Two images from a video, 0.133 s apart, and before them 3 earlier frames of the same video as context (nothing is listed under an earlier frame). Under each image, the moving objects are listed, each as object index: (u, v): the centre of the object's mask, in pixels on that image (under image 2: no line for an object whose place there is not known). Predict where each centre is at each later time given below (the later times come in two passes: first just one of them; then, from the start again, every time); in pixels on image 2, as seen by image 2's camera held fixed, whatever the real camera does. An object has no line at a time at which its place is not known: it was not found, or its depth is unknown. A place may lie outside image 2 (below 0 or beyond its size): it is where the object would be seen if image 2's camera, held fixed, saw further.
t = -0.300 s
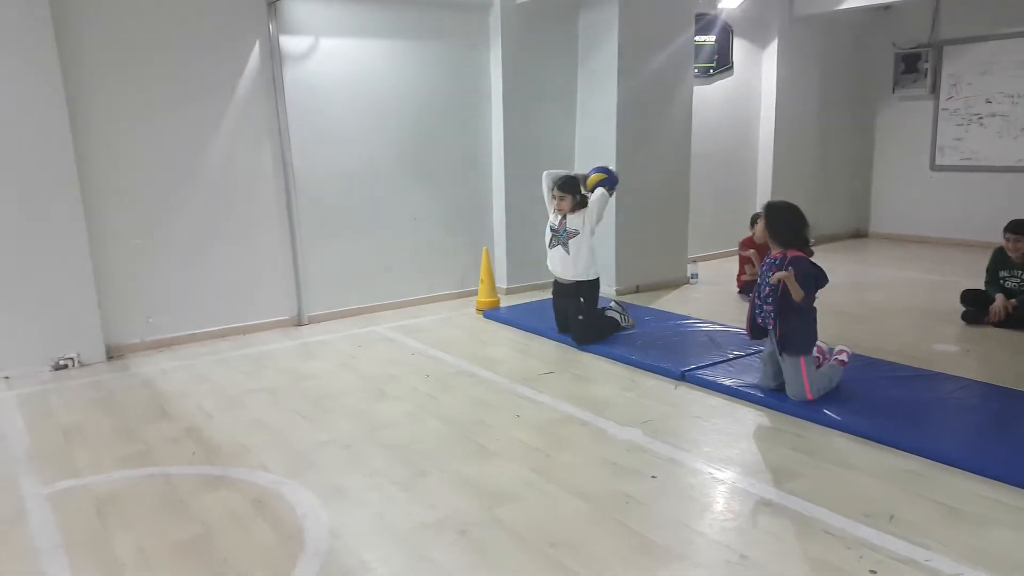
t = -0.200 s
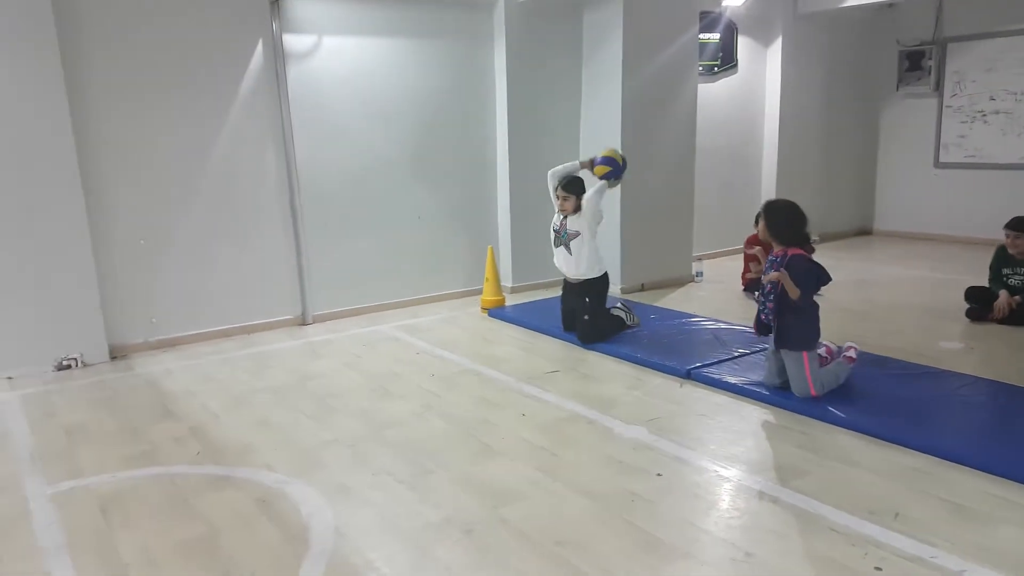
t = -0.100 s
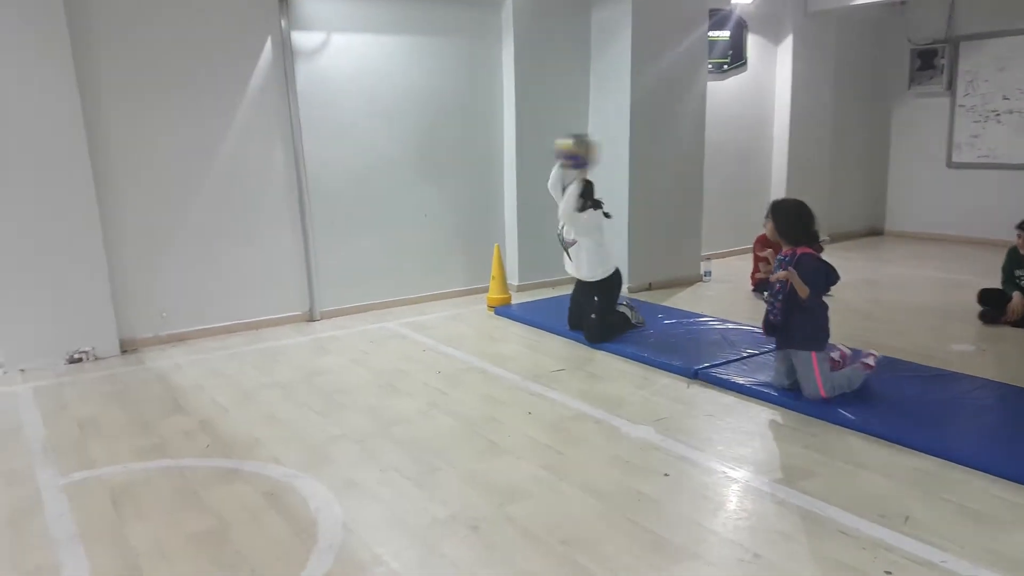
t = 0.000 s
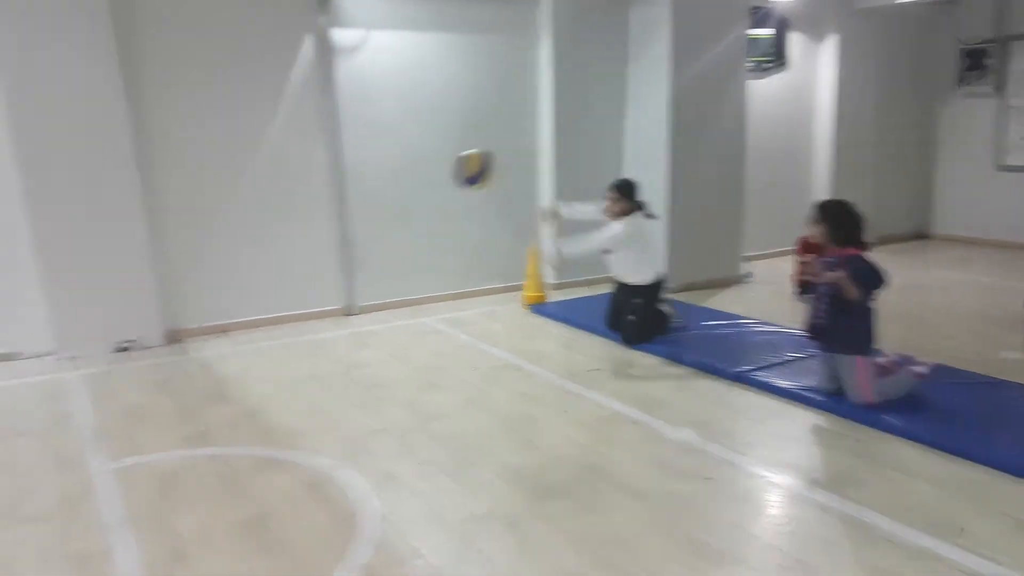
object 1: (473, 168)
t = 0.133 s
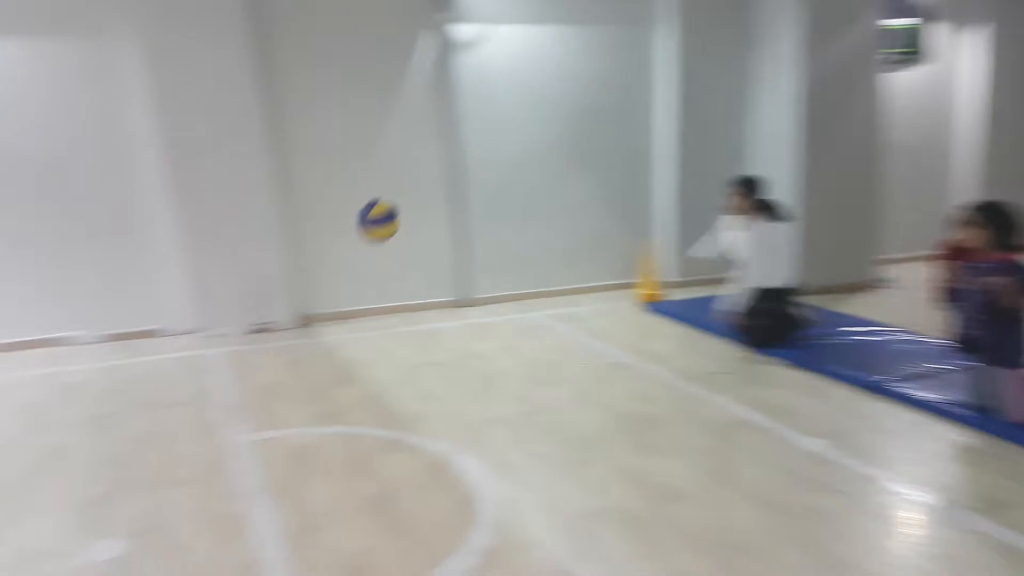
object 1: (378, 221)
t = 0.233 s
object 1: (214, 287)
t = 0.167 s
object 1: (324, 239)
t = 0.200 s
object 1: (269, 261)
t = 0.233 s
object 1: (214, 287)
